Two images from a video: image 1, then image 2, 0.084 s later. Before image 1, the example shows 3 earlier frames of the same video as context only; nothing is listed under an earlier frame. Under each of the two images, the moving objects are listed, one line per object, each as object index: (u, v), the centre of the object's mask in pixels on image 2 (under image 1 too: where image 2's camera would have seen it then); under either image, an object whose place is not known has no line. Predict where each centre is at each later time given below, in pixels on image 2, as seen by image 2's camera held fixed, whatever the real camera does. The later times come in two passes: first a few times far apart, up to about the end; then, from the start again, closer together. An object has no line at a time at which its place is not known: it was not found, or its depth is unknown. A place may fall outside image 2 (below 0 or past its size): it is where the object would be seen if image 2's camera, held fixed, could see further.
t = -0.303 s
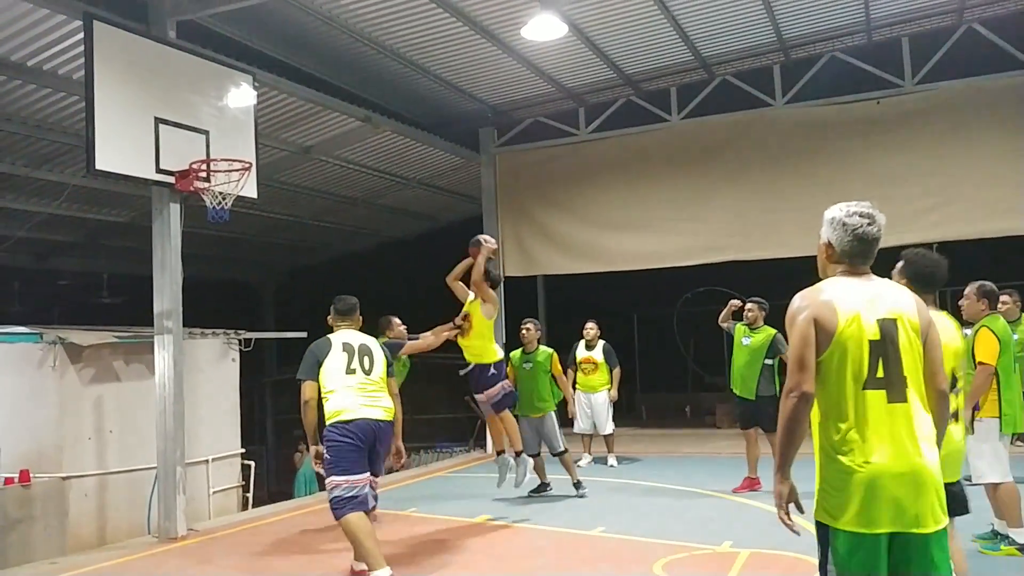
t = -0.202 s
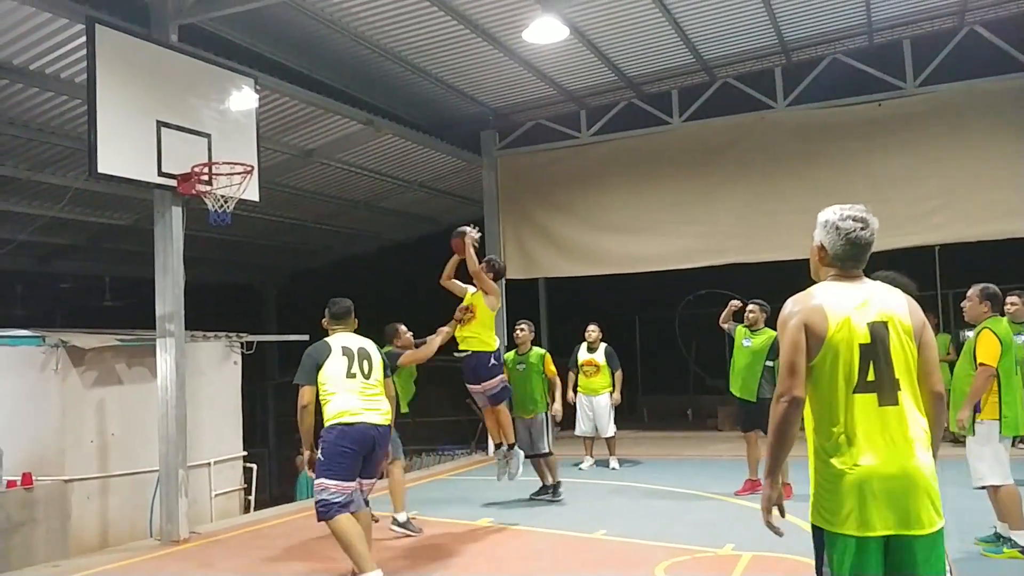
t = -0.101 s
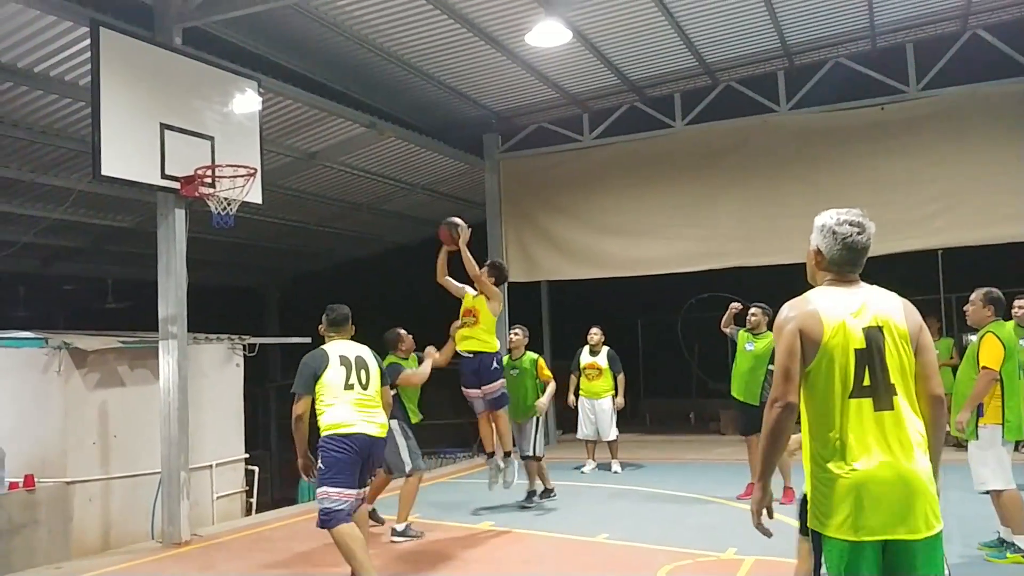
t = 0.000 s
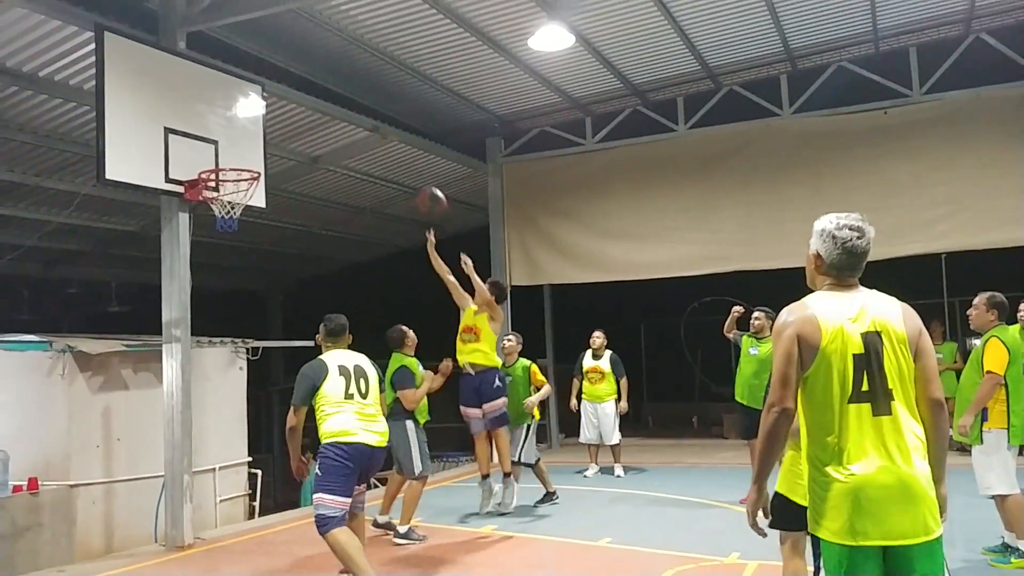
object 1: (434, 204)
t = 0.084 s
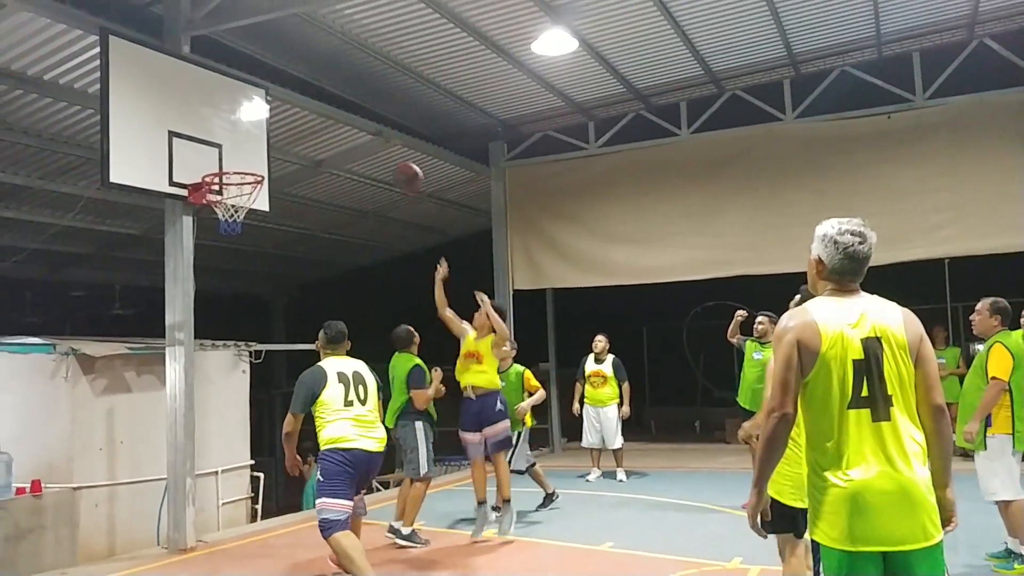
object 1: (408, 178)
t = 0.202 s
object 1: (372, 150)
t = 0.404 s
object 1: (308, 140)
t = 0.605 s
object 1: (256, 158)
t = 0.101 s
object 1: (403, 172)
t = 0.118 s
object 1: (397, 168)
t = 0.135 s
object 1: (392, 163)
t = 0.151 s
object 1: (387, 159)
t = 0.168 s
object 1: (382, 155)
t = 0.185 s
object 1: (377, 152)
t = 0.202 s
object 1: (372, 150)
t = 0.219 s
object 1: (366, 147)
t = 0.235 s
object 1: (360, 145)
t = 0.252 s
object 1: (356, 144)
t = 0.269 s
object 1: (350, 142)
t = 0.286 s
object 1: (345, 140)
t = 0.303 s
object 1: (340, 139)
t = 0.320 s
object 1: (333, 139)
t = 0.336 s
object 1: (327, 138)
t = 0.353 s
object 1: (323, 138)
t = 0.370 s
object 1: (318, 138)
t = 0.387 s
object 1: (313, 139)
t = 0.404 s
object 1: (308, 140)
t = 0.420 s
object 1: (303, 141)
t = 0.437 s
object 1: (298, 142)
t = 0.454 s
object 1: (293, 144)
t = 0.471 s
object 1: (287, 147)
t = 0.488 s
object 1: (282, 149)
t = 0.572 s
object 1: (261, 160)
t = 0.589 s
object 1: (259, 159)
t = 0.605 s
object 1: (256, 158)
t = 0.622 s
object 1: (254, 157)
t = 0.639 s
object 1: (251, 155)
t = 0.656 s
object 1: (249, 156)
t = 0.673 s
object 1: (246, 155)
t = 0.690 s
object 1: (242, 156)
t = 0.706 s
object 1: (240, 156)
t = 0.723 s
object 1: (239, 158)
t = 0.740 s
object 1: (238, 159)
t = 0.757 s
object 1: (236, 161)
